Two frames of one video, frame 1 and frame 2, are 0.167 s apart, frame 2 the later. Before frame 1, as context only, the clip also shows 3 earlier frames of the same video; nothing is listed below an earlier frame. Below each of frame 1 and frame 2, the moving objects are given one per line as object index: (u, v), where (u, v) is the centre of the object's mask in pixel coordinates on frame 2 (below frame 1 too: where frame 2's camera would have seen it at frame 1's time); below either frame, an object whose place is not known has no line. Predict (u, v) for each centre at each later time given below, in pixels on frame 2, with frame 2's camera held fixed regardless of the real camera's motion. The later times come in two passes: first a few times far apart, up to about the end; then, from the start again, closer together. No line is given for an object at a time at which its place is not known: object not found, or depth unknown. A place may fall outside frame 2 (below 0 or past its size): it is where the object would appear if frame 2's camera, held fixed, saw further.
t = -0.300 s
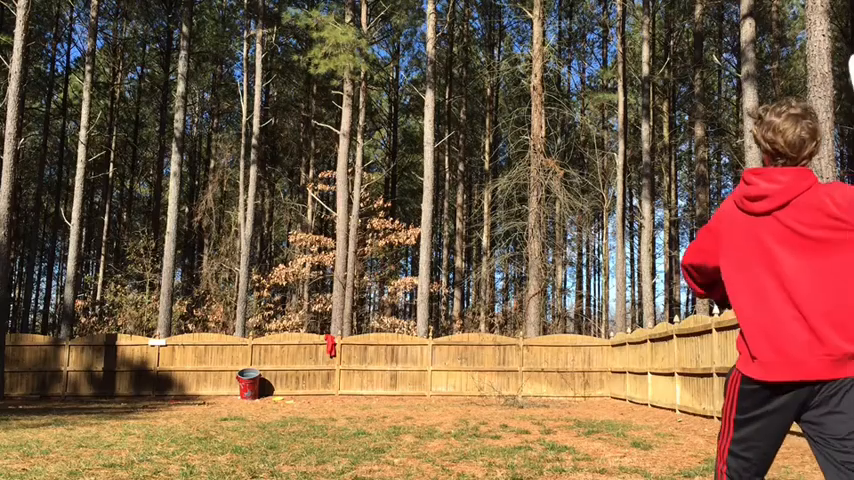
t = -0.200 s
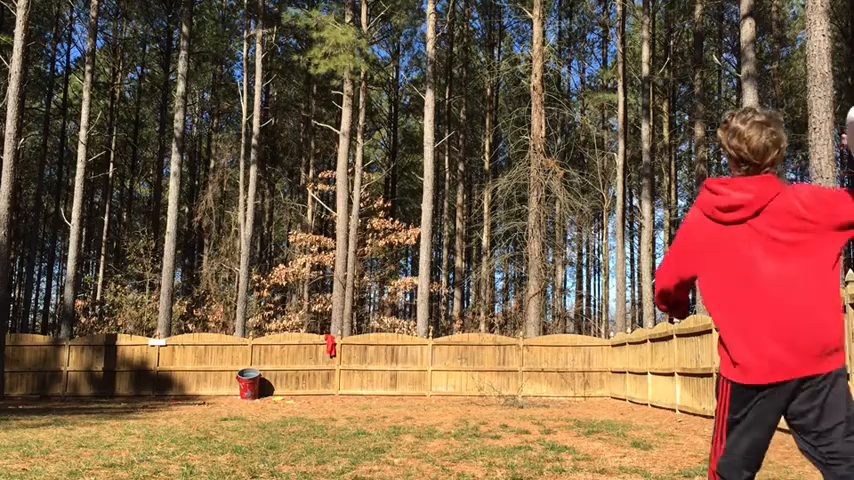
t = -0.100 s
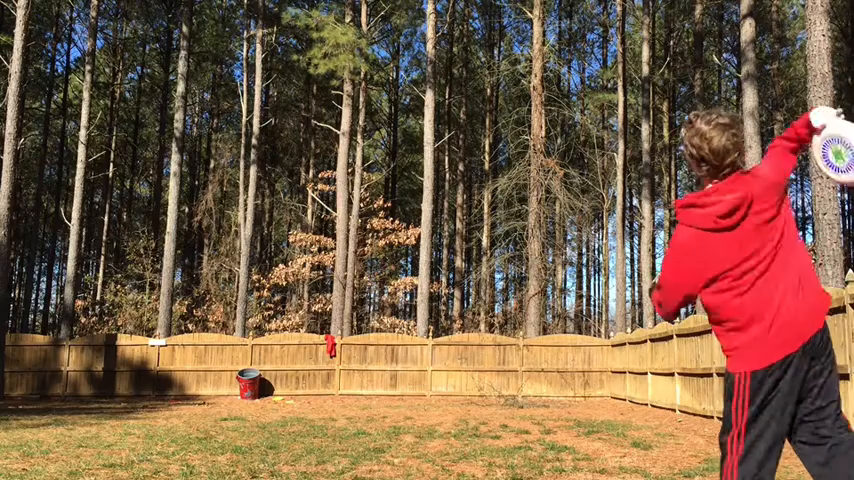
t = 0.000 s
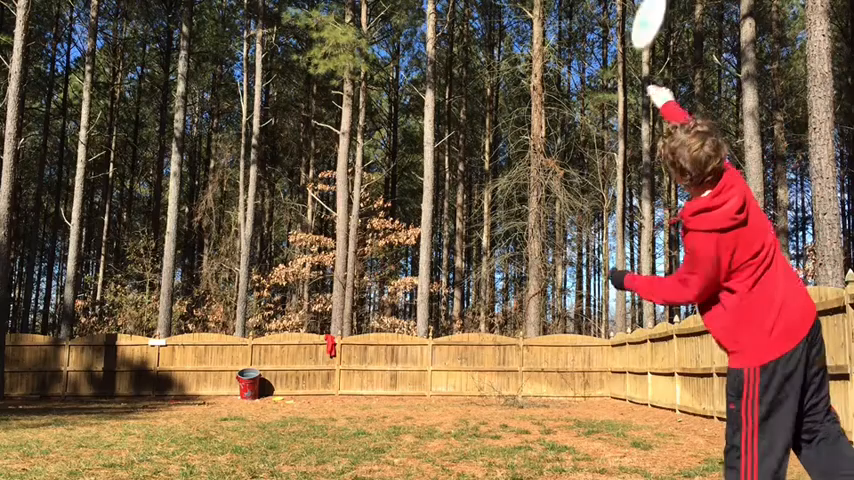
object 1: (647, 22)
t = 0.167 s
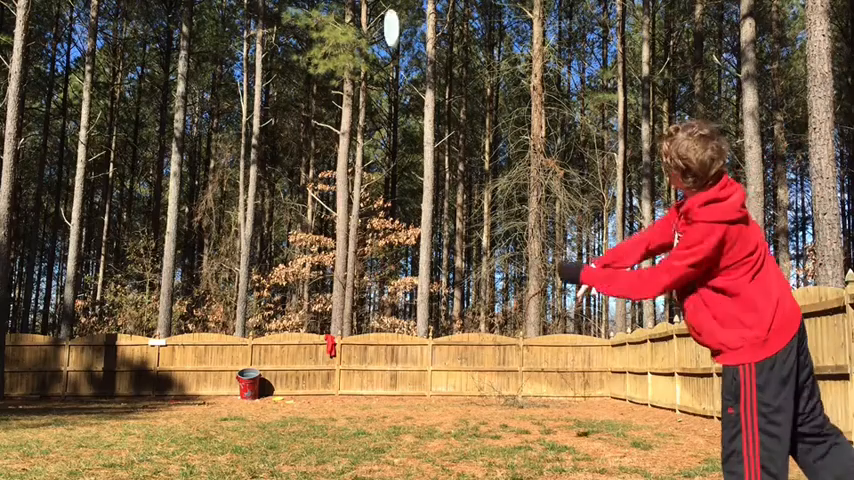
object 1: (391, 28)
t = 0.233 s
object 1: (345, 36)
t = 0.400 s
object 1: (277, 66)
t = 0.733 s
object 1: (221, 139)
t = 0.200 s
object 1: (365, 29)
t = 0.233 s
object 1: (345, 36)
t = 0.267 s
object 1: (326, 40)
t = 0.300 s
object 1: (312, 47)
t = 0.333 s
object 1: (298, 51)
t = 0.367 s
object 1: (288, 59)
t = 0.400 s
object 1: (277, 66)
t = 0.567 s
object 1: (241, 98)
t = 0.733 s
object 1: (221, 139)
